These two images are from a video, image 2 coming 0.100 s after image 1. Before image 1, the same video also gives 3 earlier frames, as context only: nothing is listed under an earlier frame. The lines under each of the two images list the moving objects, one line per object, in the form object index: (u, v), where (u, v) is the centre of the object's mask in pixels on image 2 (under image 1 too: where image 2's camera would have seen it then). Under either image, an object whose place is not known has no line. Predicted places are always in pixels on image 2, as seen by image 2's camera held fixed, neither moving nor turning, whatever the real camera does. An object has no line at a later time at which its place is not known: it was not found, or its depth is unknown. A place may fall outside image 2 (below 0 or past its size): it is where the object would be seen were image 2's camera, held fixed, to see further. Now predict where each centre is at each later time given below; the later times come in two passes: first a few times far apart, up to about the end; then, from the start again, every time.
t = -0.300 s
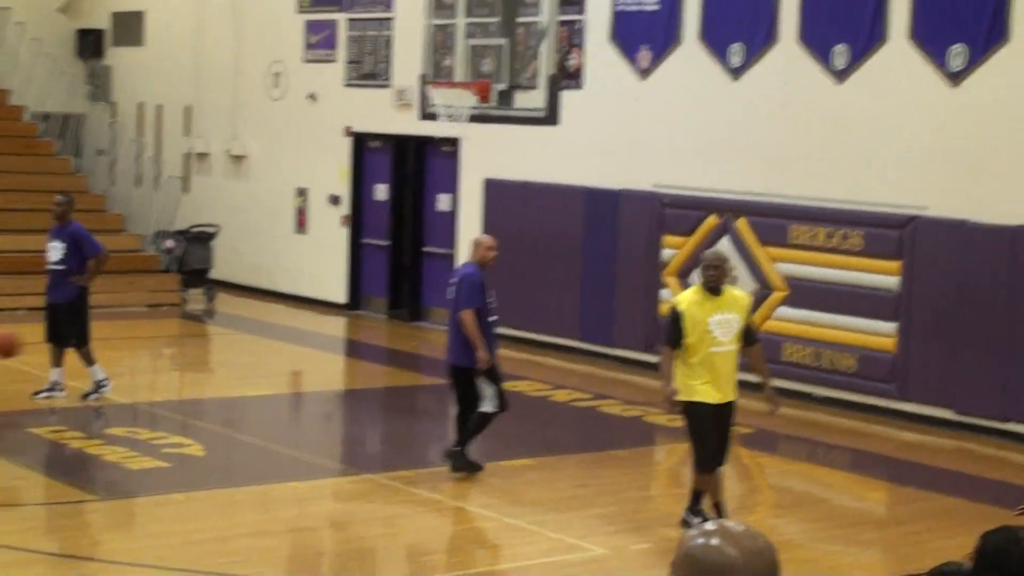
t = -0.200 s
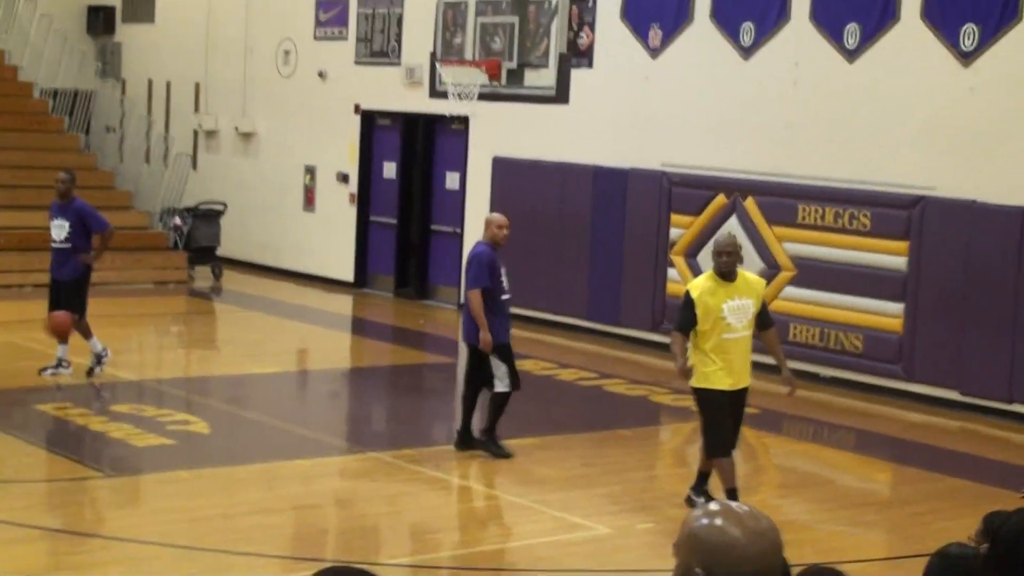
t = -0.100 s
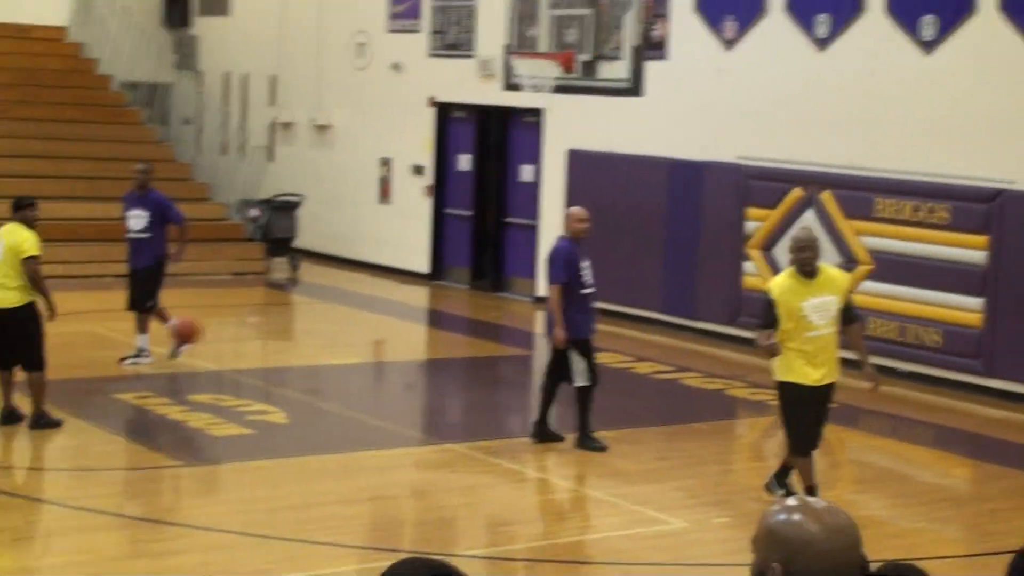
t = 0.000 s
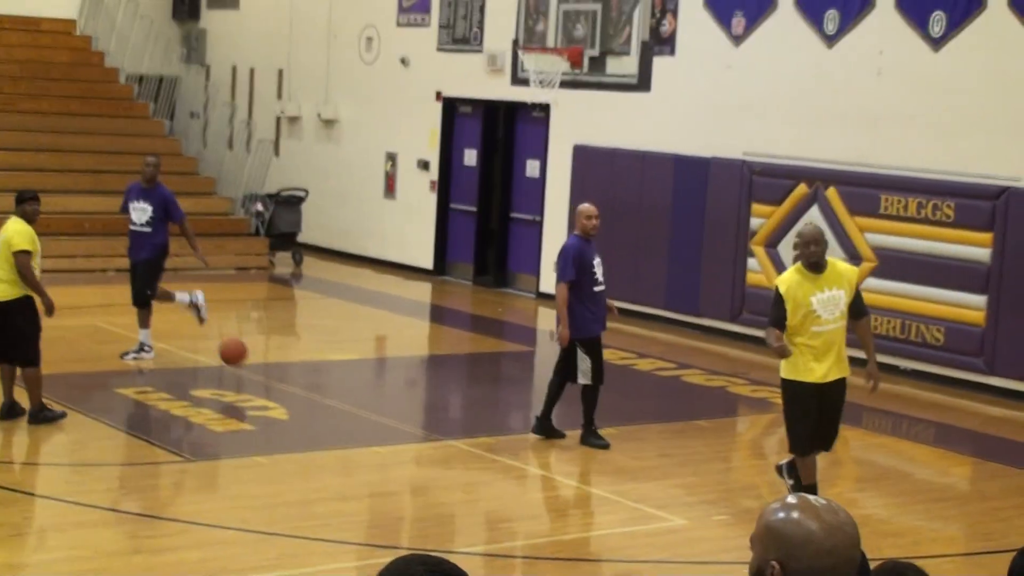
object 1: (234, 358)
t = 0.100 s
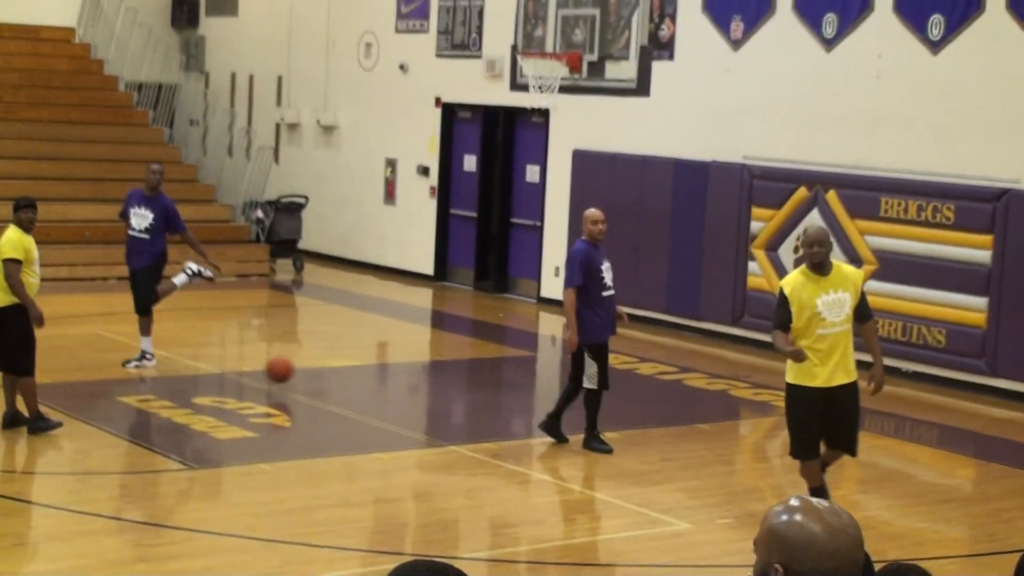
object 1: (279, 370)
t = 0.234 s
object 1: (339, 344)
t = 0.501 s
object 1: (453, 352)
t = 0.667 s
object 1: (520, 375)
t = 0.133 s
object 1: (294, 361)
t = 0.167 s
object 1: (309, 354)
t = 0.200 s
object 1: (325, 348)
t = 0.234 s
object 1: (339, 344)
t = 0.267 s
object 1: (354, 341)
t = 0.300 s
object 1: (368, 338)
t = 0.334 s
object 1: (382, 337)
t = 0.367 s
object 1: (397, 338)
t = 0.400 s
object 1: (411, 340)
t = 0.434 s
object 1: (426, 343)
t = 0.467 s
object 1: (438, 347)
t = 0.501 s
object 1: (453, 352)
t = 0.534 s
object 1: (466, 359)
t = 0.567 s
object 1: (480, 366)
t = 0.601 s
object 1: (493, 375)
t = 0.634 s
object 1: (506, 383)
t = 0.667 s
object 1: (520, 375)
